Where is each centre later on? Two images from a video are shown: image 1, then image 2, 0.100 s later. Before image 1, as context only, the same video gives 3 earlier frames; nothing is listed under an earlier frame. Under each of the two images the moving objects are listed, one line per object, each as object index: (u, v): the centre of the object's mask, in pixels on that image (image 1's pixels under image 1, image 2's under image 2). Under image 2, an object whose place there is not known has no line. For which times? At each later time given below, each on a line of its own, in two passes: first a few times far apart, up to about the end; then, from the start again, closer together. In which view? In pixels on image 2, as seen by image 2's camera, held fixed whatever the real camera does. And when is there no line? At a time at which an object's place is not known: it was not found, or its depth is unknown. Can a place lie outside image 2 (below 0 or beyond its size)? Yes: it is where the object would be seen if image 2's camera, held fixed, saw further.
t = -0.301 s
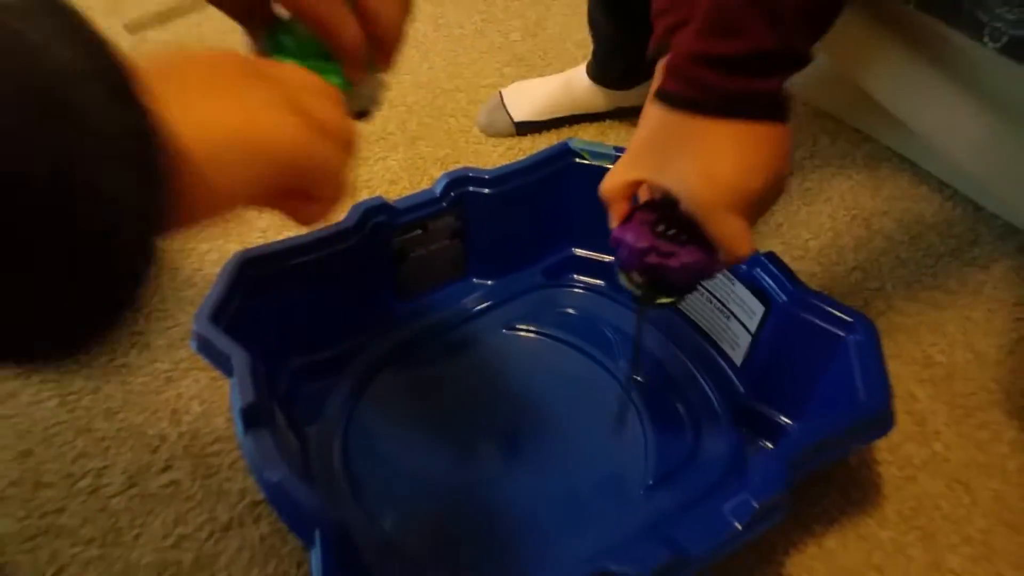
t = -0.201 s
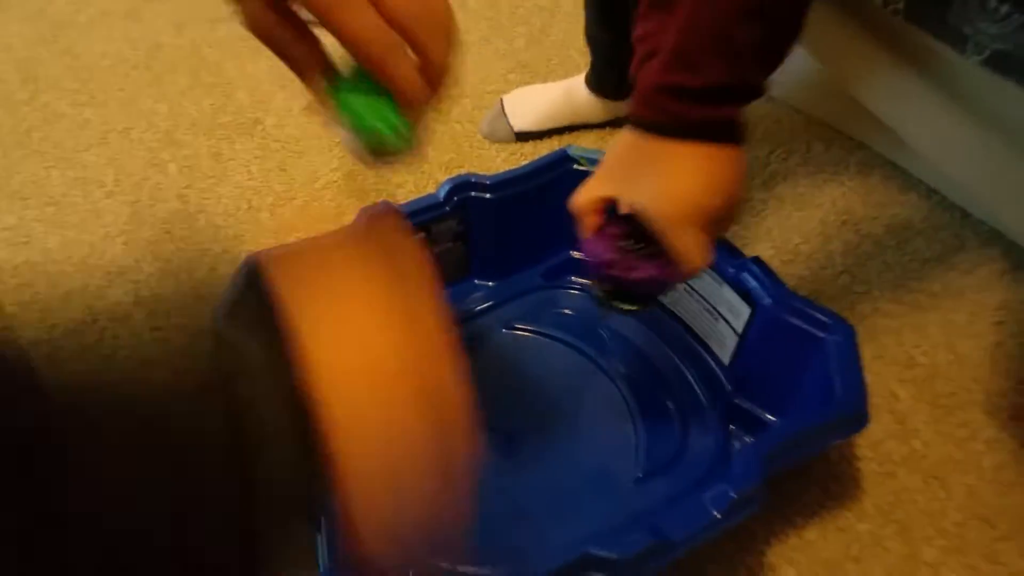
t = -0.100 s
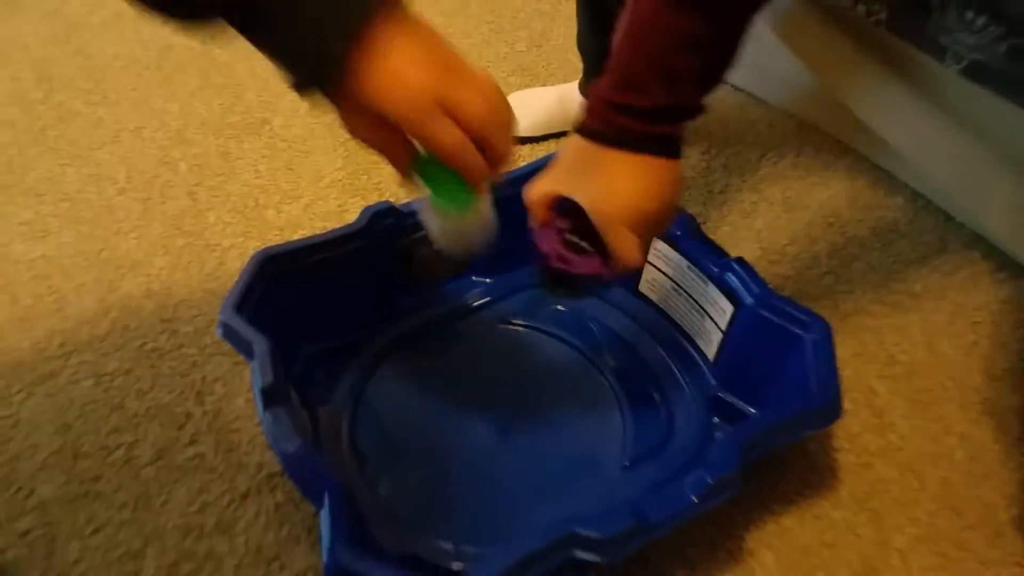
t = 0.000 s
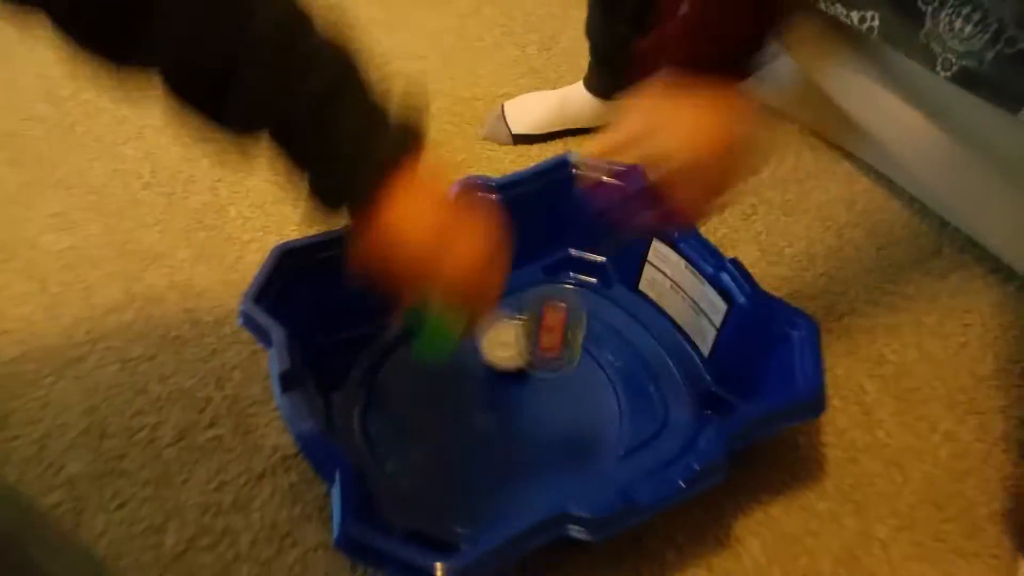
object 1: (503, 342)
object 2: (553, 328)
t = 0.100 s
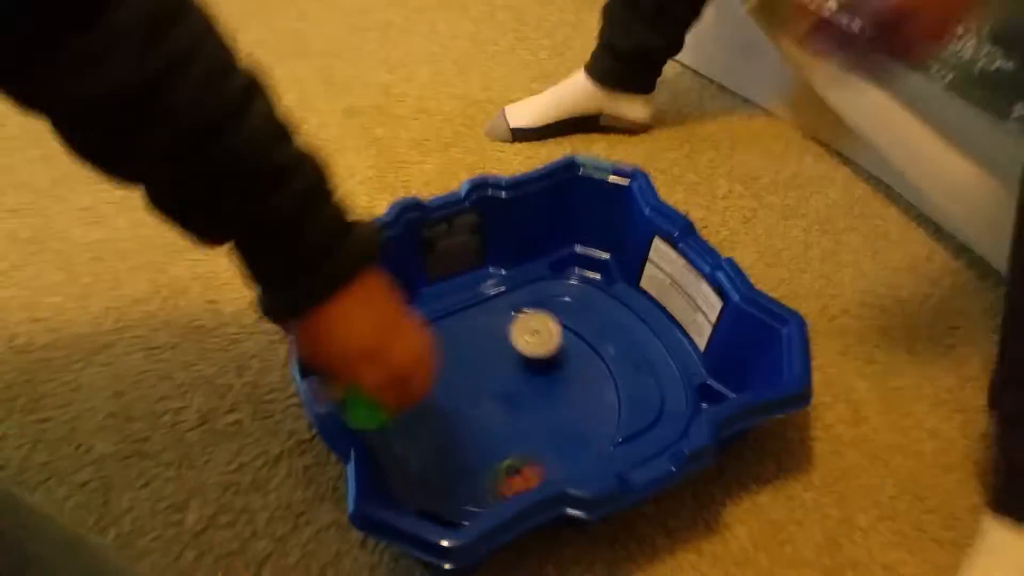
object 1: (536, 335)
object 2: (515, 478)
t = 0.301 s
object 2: (430, 318)
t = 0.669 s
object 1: (389, 392)
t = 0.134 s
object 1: (542, 344)
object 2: (494, 474)
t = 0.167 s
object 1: (547, 349)
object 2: (474, 440)
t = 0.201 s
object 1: (552, 360)
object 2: (458, 411)
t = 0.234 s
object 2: (445, 379)
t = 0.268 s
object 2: (436, 349)
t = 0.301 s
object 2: (430, 318)
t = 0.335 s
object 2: (439, 302)
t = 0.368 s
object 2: (453, 293)
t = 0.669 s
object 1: (389, 392)
